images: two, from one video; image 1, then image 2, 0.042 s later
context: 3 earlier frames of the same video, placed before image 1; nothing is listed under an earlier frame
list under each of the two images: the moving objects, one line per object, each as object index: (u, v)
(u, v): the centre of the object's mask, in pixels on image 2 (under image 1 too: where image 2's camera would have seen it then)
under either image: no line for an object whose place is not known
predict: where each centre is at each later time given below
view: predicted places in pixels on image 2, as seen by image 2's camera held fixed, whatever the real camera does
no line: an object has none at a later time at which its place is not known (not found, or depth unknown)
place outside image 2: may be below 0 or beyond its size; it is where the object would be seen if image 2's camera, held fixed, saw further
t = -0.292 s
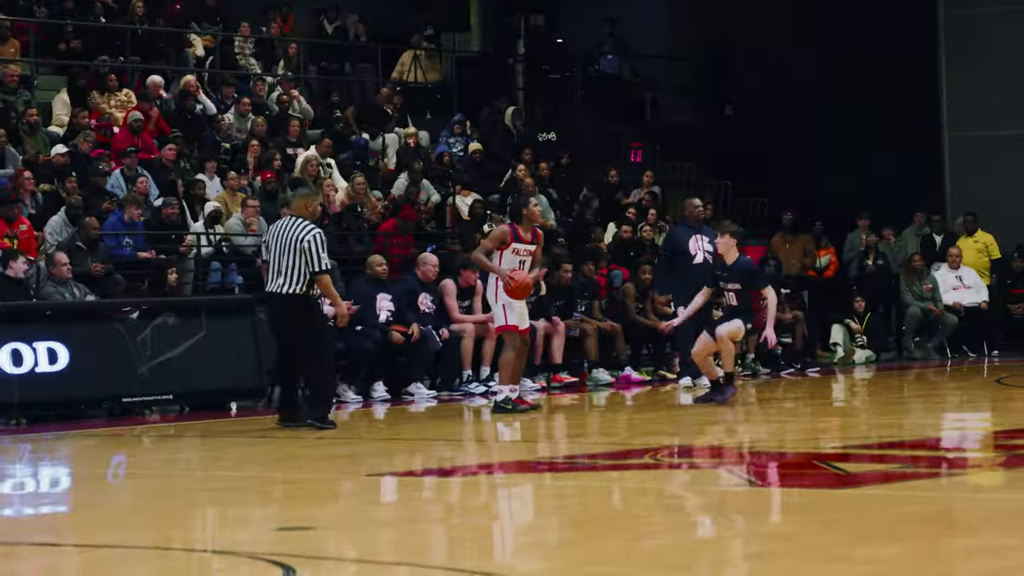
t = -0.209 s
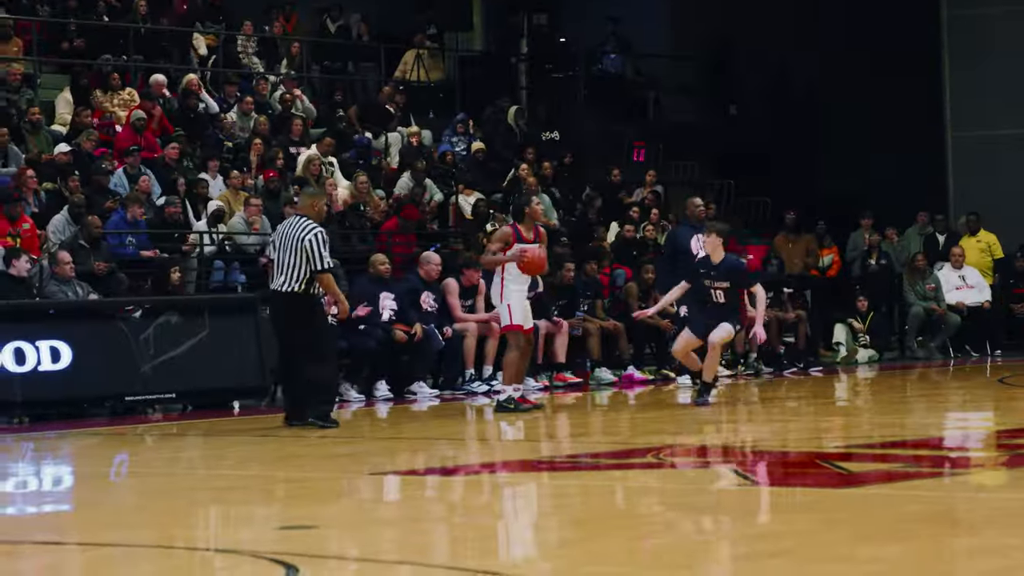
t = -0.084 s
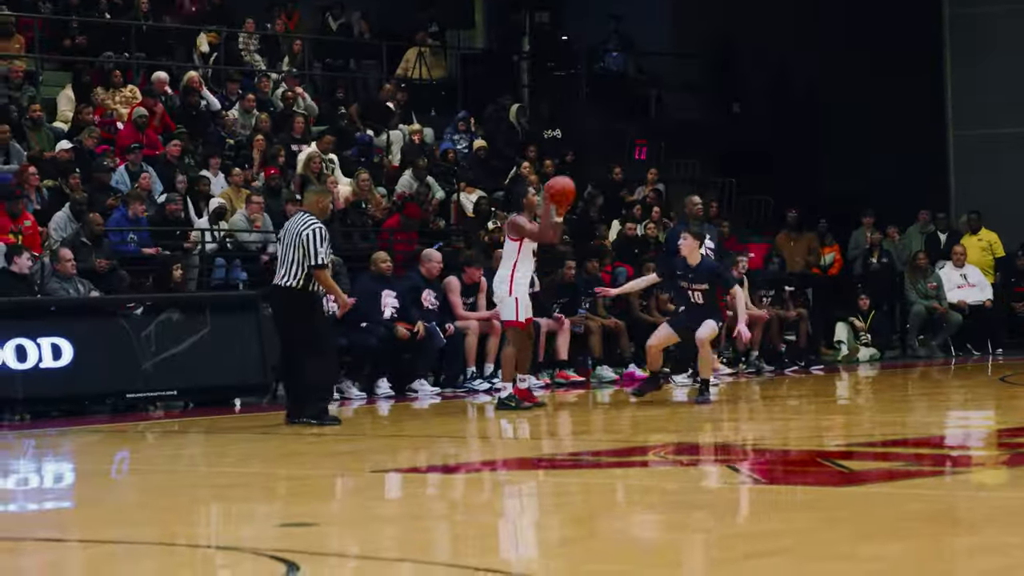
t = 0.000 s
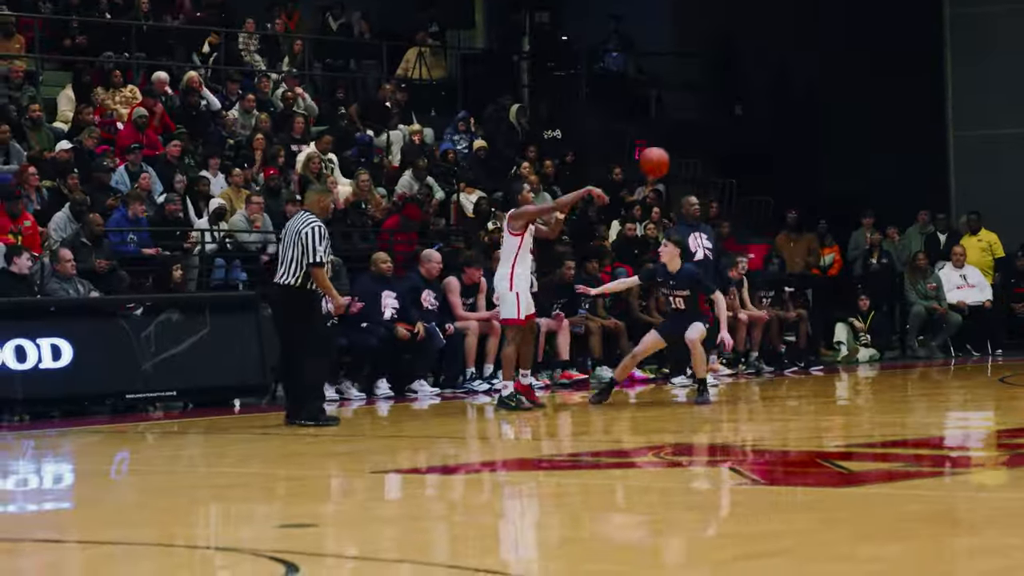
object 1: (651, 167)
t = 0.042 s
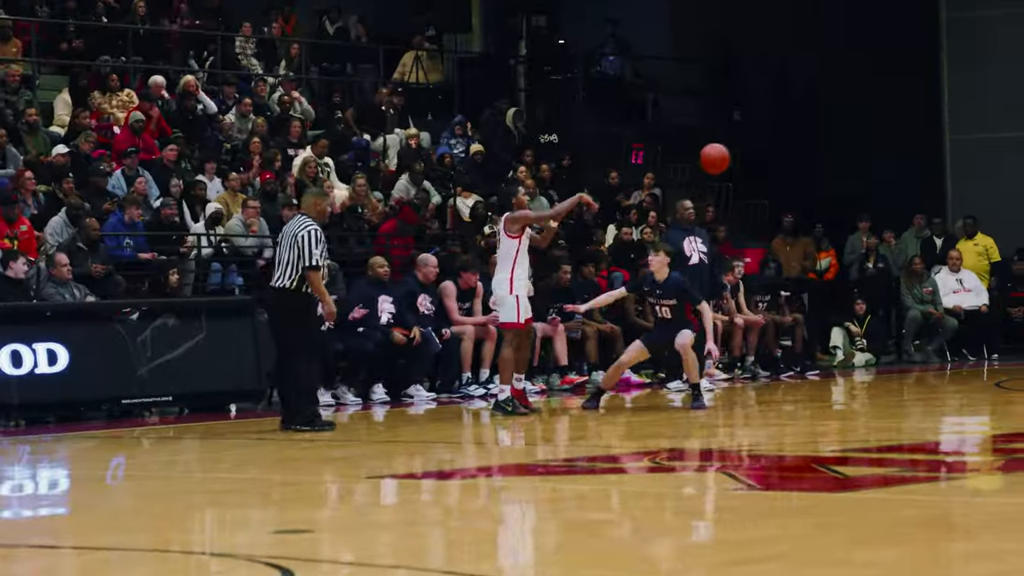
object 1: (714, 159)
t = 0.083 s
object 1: (758, 154)
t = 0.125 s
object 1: (823, 150)
